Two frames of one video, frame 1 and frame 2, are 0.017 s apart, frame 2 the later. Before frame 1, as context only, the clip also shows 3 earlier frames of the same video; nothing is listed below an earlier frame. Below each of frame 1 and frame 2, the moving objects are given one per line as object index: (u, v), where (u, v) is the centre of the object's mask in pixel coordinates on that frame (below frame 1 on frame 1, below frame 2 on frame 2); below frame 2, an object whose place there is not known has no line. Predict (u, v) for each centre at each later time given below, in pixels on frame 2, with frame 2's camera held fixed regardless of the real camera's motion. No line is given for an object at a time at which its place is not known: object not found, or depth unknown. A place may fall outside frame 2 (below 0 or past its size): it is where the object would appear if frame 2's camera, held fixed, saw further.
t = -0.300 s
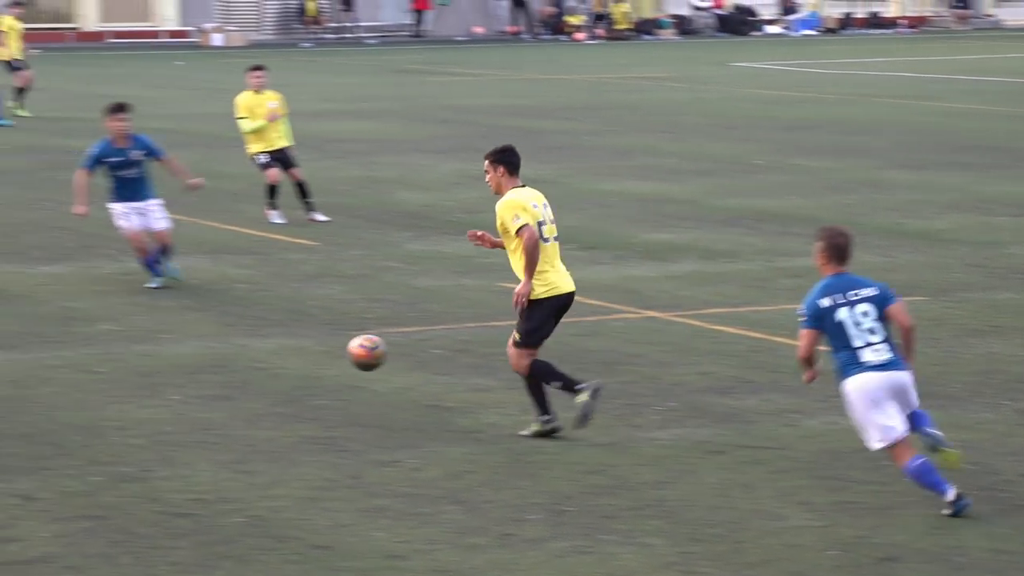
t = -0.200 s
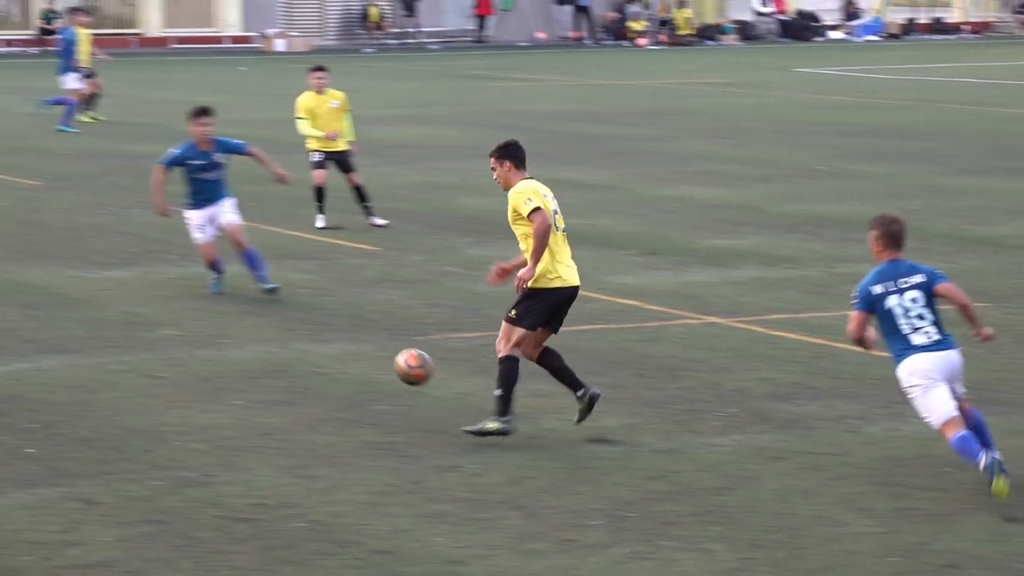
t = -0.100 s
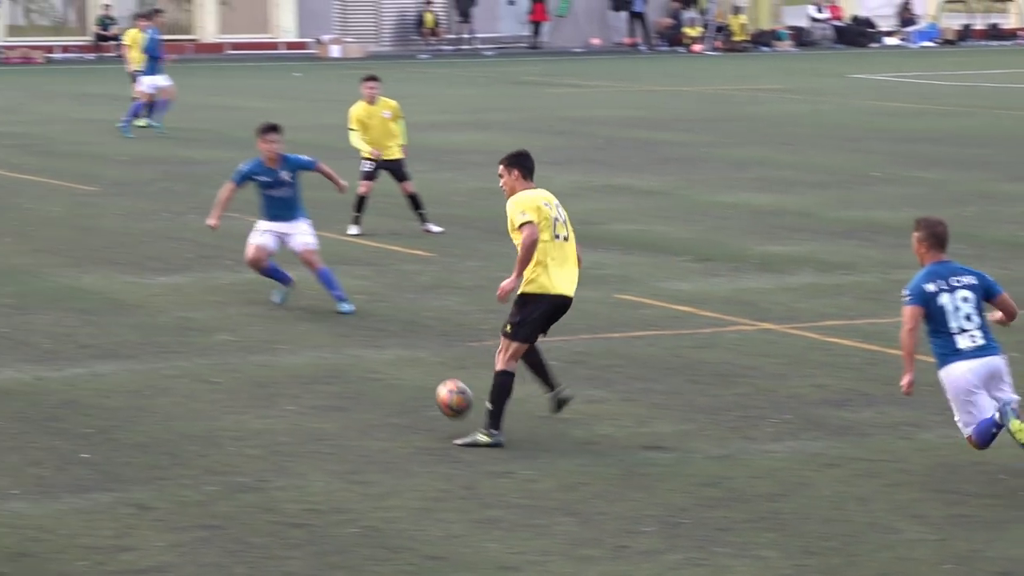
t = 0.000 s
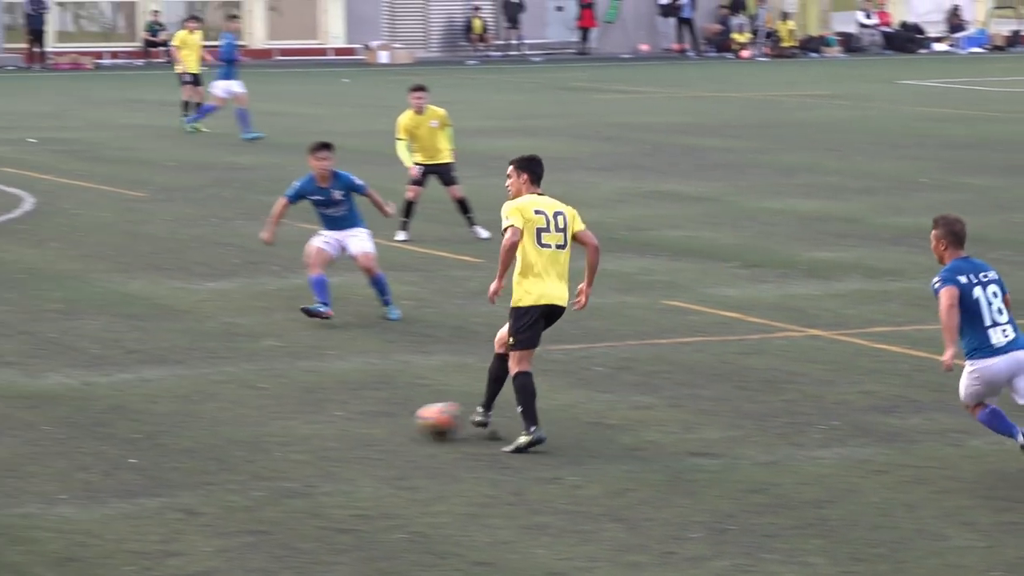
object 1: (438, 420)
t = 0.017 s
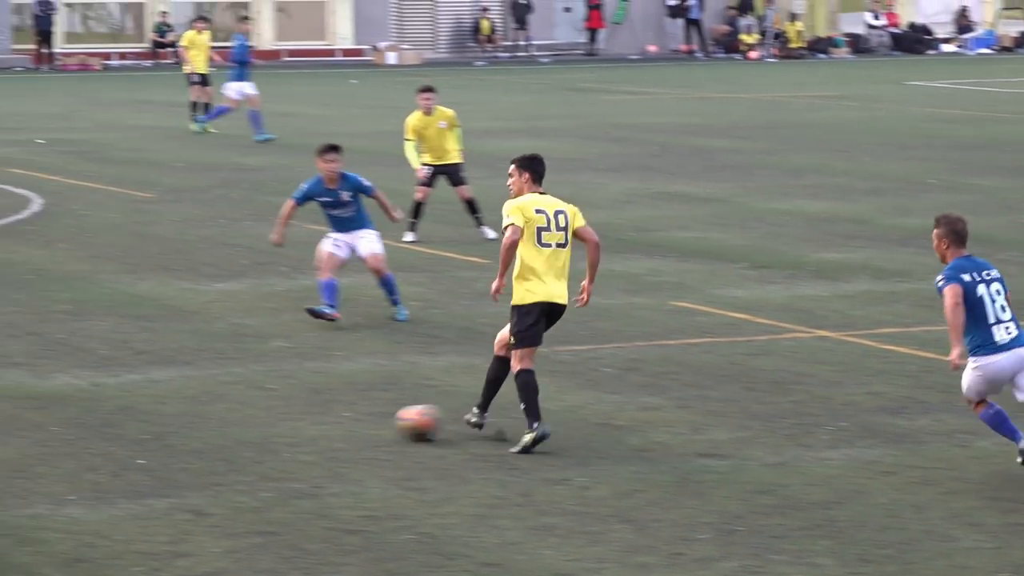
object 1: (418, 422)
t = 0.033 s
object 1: (390, 421)
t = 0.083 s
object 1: (311, 420)
